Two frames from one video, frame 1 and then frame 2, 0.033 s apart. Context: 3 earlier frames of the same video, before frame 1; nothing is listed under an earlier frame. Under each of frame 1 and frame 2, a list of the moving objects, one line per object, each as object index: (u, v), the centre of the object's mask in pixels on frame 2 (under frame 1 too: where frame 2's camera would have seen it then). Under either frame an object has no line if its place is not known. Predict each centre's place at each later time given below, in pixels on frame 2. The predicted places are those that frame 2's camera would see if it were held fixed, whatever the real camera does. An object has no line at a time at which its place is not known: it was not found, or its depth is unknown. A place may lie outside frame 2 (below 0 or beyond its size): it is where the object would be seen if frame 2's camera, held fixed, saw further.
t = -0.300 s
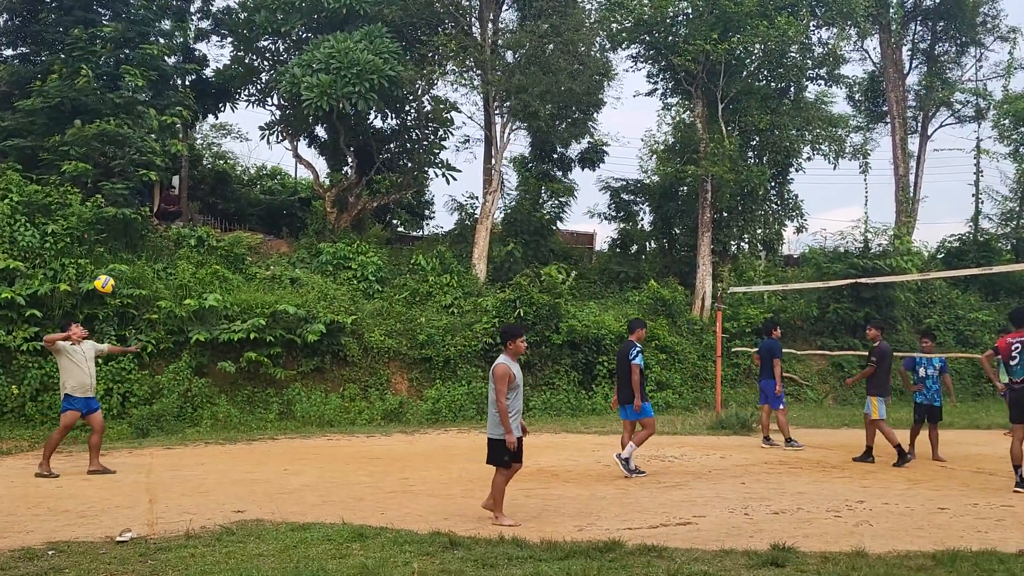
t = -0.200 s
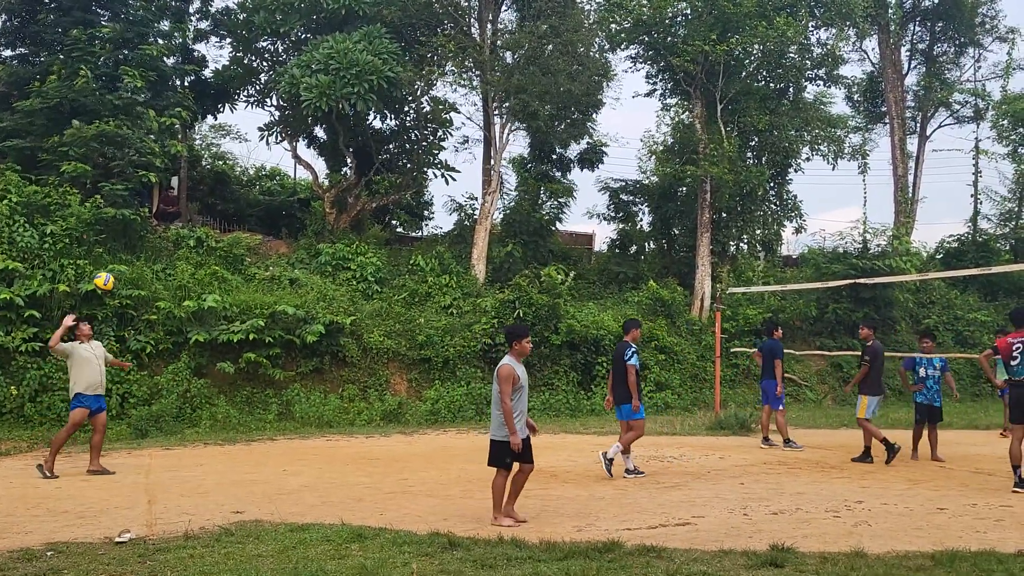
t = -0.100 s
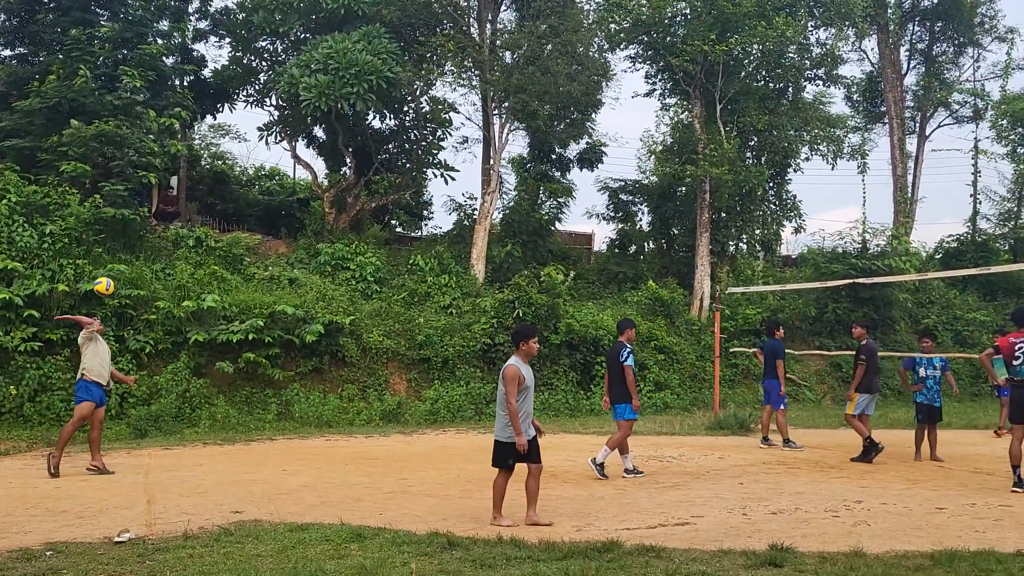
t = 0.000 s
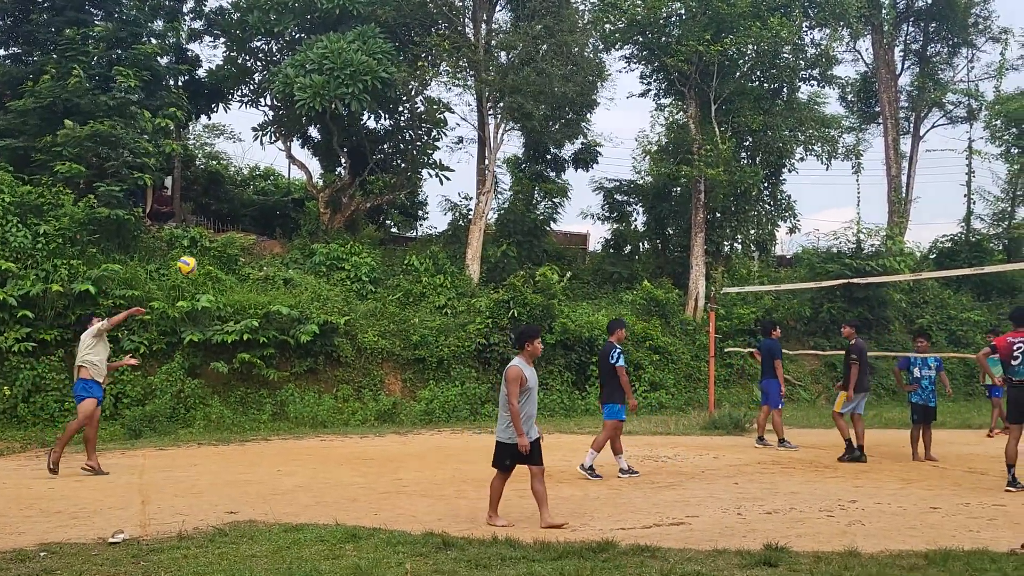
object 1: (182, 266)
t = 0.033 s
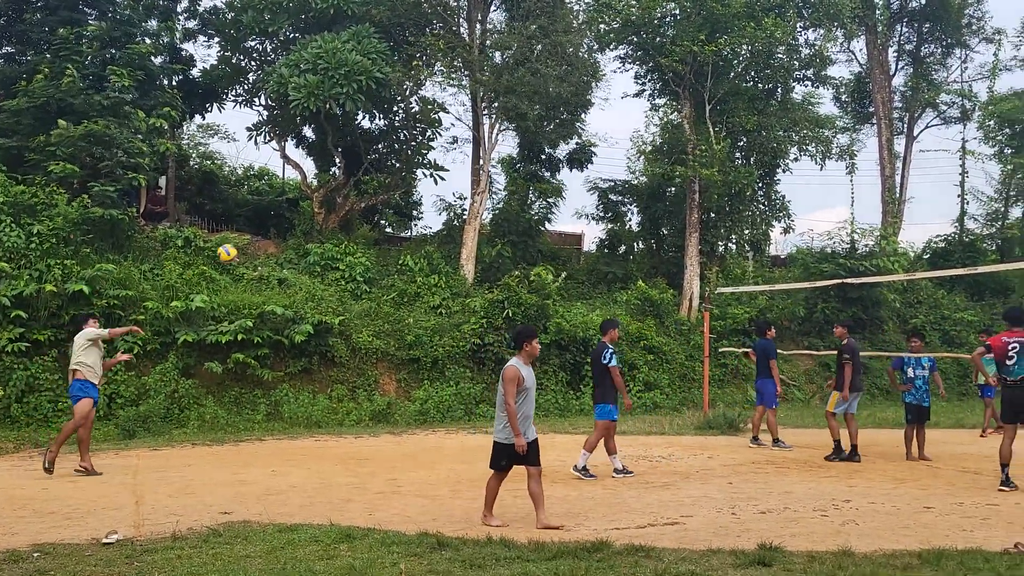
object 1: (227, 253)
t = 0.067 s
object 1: (271, 243)
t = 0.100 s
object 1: (314, 233)
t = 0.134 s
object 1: (357, 226)
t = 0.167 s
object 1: (398, 221)
